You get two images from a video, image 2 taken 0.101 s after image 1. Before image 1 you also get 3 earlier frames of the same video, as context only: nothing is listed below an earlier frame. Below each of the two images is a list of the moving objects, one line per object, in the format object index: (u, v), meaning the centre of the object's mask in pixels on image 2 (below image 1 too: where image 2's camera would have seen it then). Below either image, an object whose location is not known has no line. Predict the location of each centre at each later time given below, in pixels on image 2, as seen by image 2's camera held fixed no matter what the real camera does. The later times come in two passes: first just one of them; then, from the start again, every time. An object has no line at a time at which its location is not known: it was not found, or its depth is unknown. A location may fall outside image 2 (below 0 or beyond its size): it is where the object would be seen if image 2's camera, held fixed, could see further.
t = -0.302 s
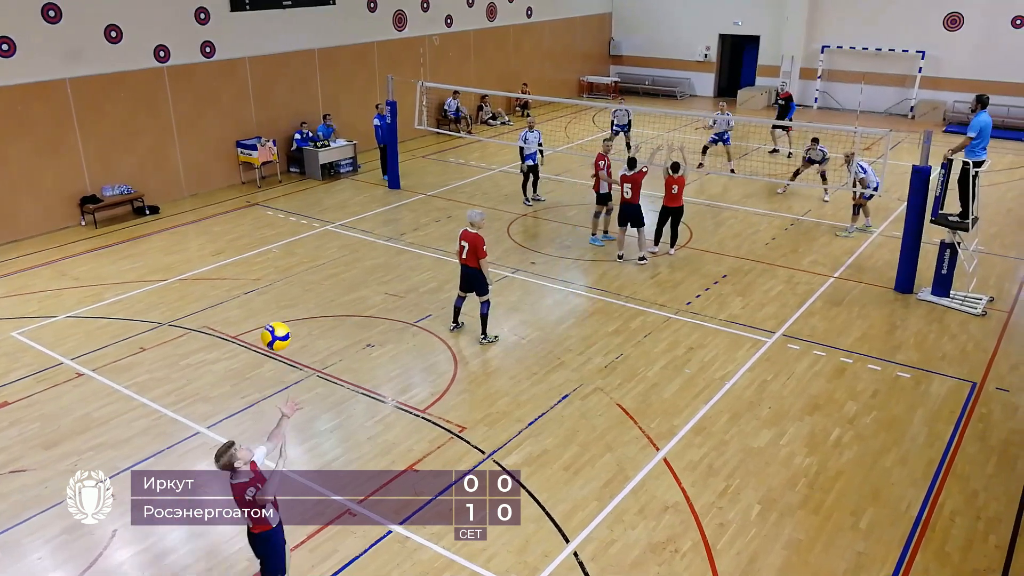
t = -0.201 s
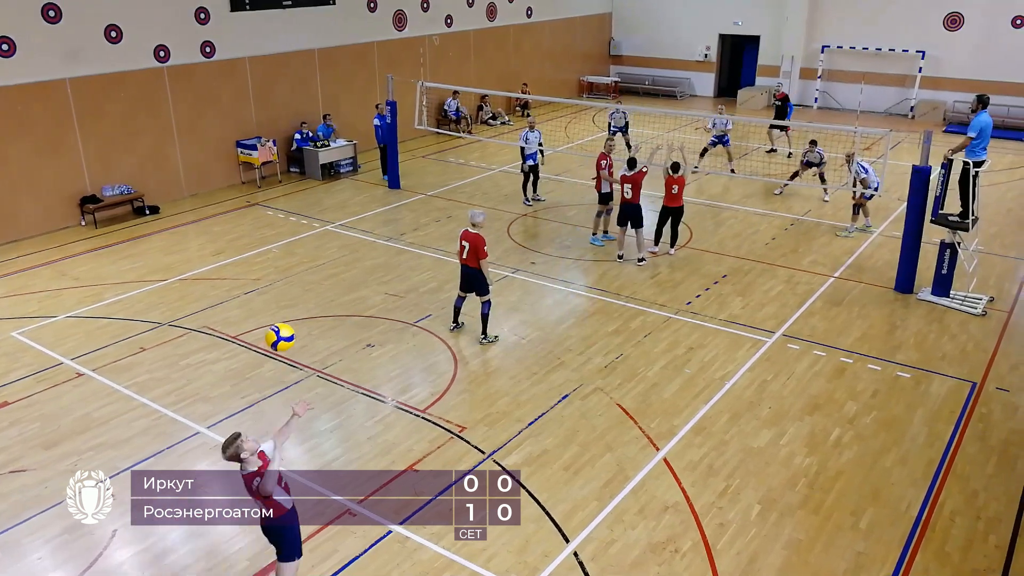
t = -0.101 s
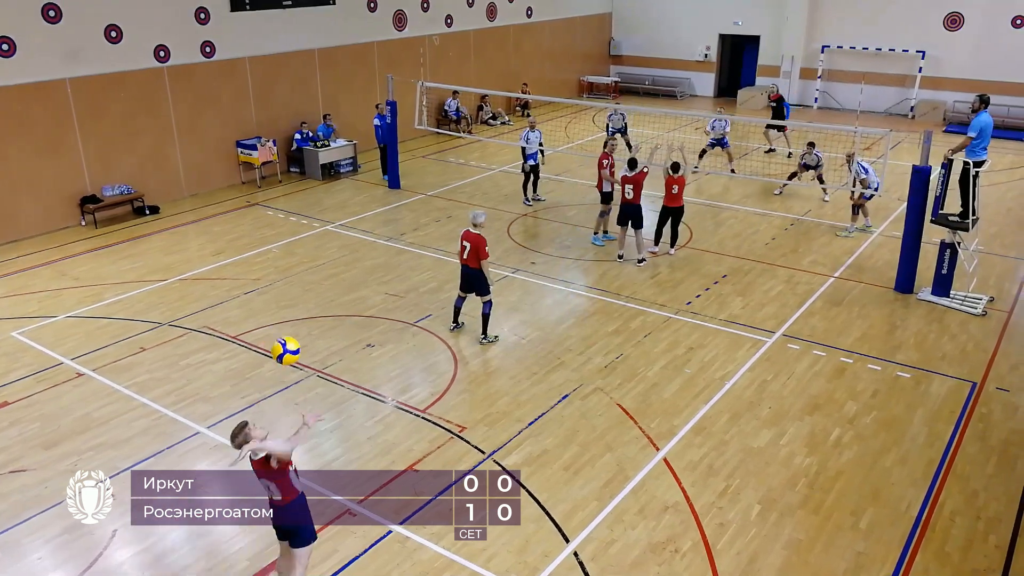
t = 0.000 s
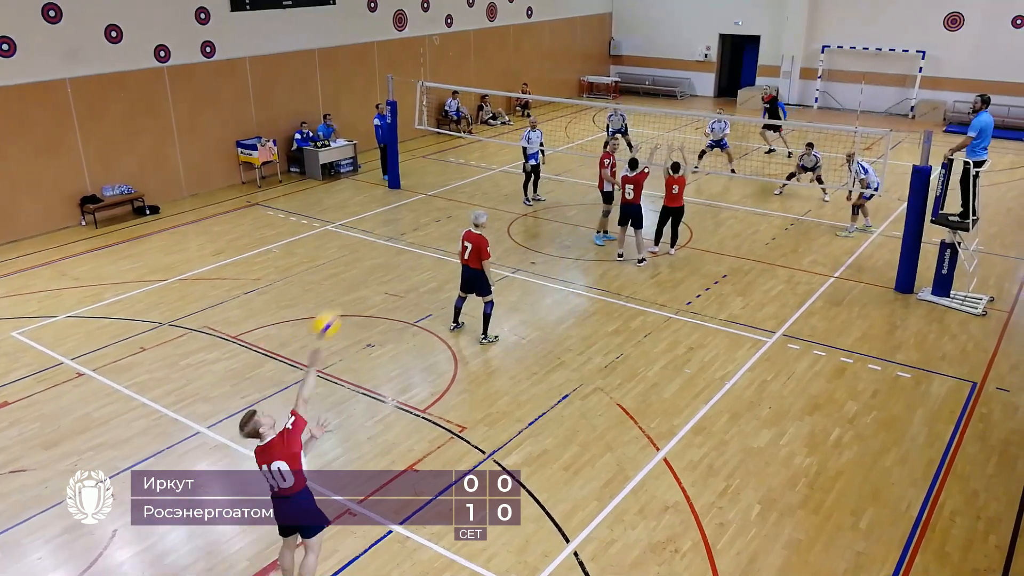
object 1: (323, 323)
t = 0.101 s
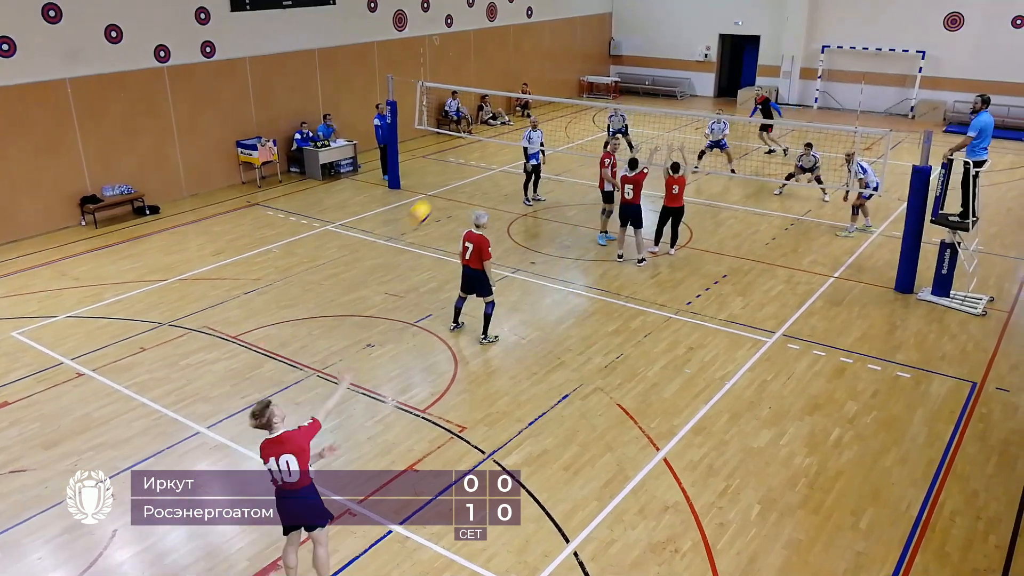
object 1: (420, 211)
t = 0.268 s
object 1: (522, 106)
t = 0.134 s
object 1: (444, 184)
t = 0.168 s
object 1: (467, 161)
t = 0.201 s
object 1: (486, 141)
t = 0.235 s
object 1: (506, 122)
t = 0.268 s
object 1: (522, 106)
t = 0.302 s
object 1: (539, 91)
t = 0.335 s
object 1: (554, 79)
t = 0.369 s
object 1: (568, 71)
